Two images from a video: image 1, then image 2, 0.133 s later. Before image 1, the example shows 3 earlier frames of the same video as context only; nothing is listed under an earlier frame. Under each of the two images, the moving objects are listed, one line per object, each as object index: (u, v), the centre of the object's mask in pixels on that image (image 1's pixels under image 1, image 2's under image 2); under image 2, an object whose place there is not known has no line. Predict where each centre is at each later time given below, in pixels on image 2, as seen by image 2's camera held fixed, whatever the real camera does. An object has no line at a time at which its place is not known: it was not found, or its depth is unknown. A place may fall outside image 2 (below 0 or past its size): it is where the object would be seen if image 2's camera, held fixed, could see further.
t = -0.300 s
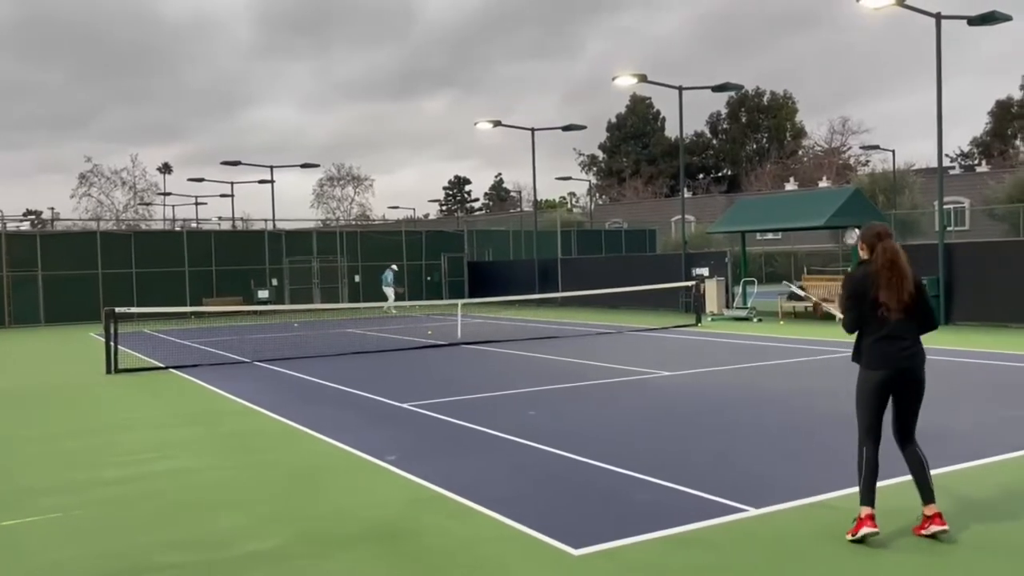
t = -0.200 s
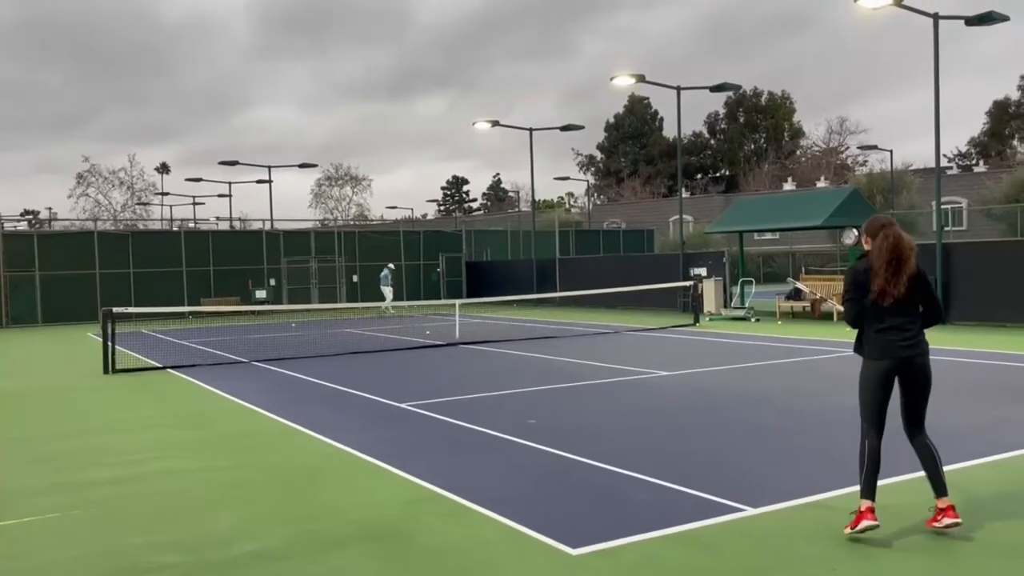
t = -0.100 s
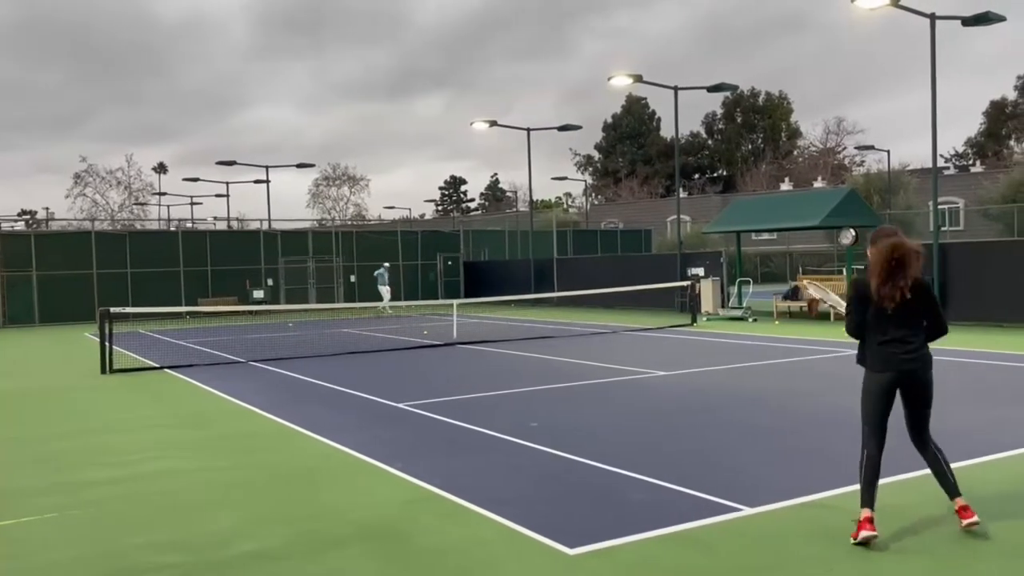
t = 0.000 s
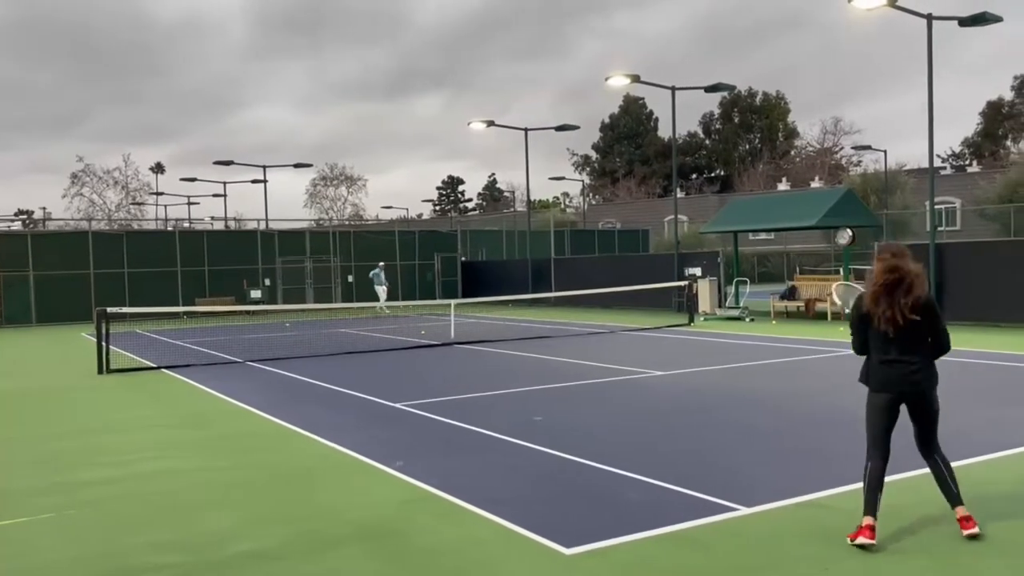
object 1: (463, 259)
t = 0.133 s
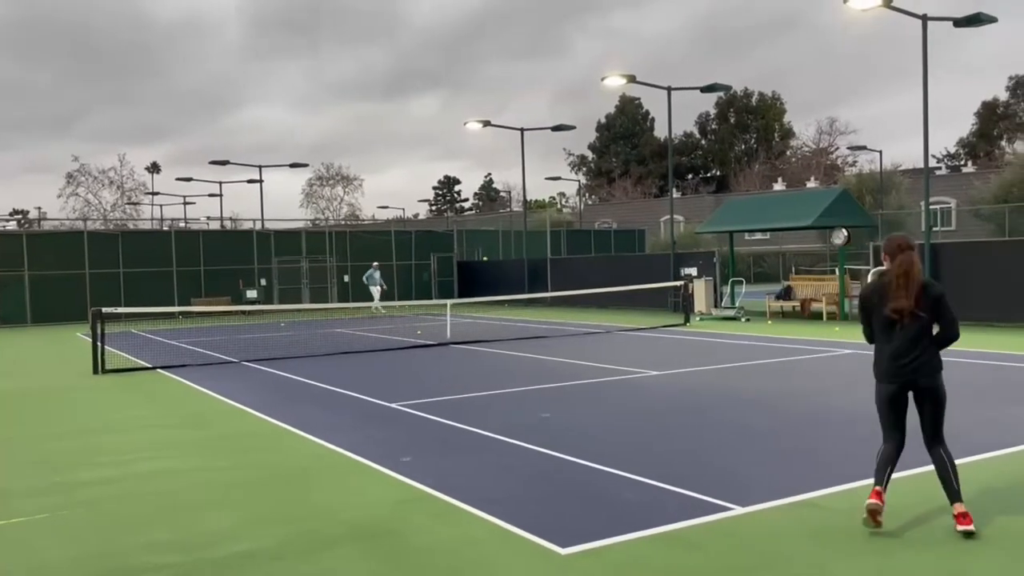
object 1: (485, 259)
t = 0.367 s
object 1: (547, 280)
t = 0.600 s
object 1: (650, 351)
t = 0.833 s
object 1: (776, 370)
